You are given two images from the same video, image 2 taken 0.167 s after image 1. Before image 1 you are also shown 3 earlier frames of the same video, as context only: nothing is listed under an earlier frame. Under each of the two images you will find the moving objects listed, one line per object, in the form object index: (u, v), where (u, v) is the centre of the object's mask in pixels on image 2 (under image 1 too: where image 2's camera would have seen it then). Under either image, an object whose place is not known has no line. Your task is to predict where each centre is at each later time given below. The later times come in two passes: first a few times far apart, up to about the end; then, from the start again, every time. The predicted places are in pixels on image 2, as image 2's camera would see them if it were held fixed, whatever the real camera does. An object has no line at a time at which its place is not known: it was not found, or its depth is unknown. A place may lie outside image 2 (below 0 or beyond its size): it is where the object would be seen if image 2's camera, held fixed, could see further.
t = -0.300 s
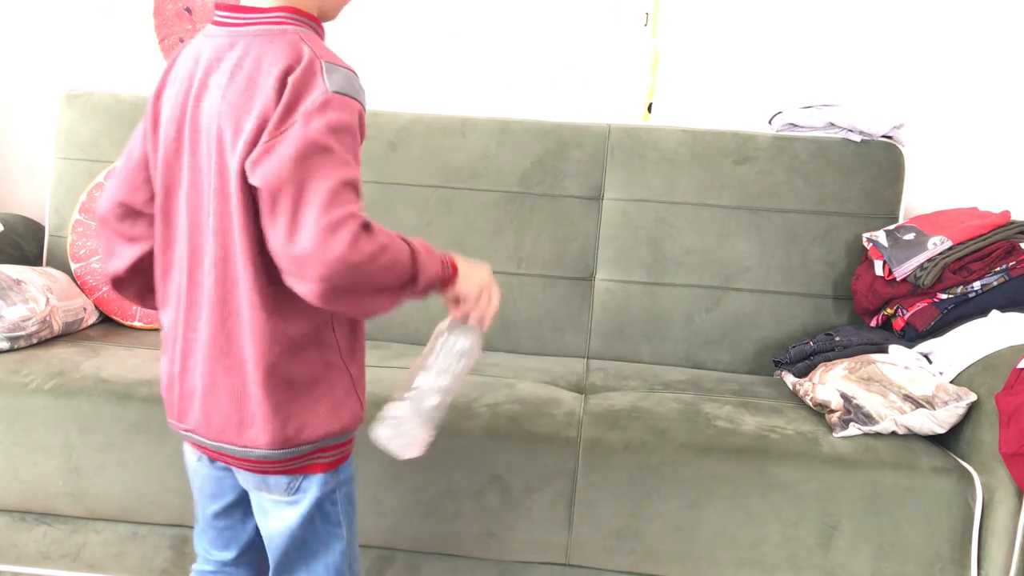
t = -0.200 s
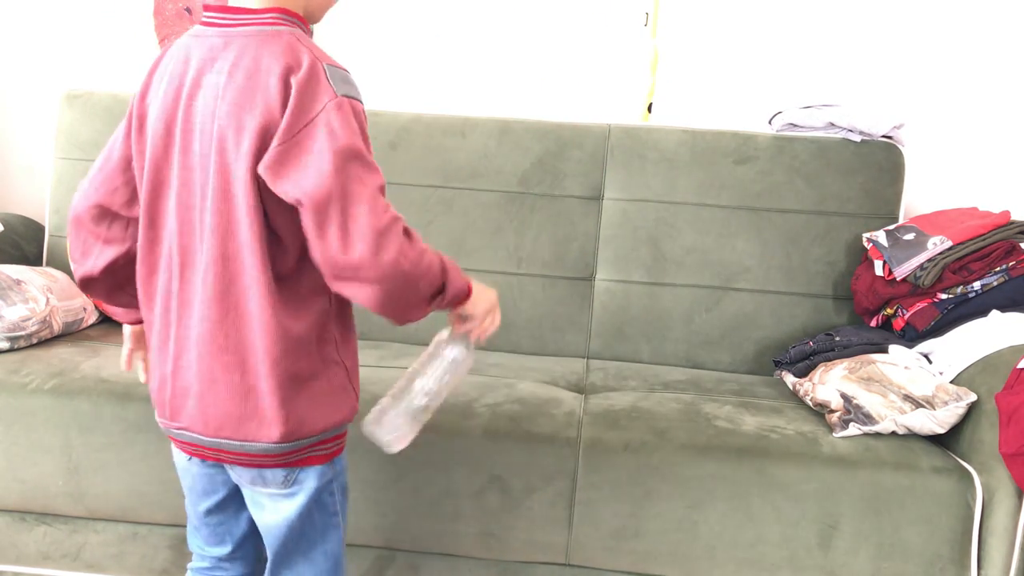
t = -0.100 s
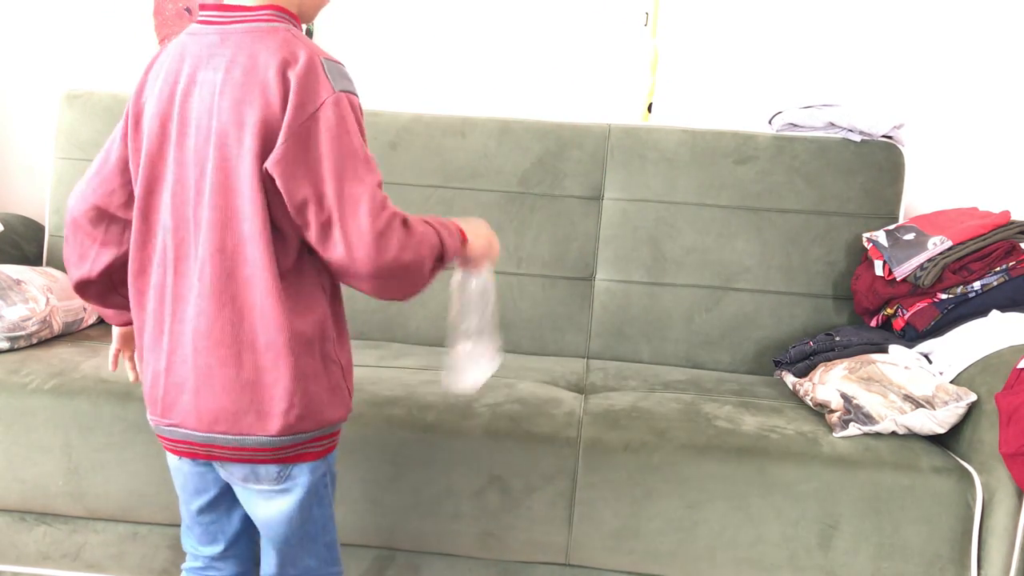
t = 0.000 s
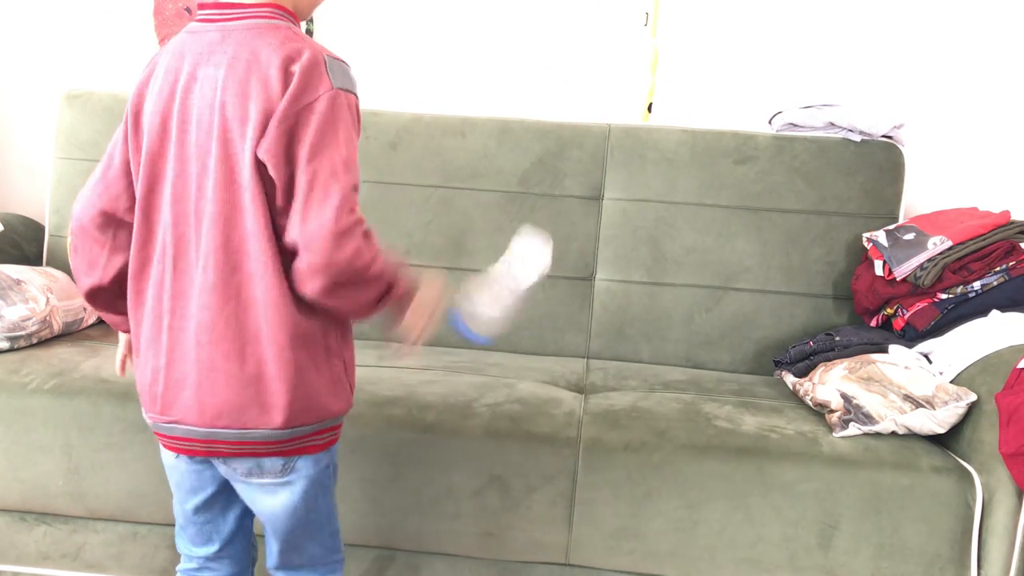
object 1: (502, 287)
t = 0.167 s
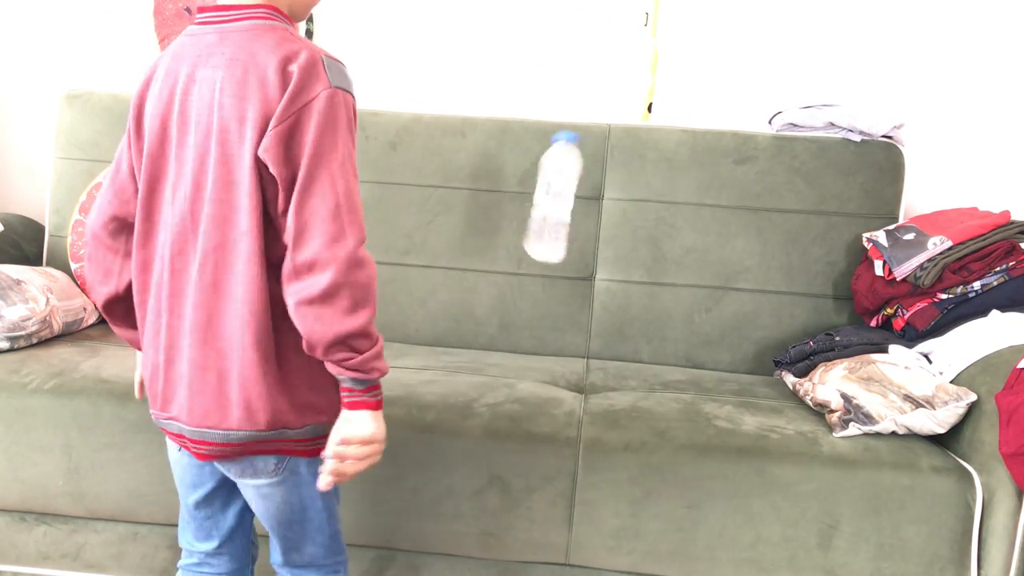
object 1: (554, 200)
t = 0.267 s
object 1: (549, 262)
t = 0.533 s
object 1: (576, 349)
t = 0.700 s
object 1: (584, 343)
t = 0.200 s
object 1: (553, 212)
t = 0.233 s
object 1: (551, 232)
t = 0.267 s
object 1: (549, 262)
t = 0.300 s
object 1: (548, 300)
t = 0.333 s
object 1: (551, 341)
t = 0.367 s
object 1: (558, 372)
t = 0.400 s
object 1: (558, 380)
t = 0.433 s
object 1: (565, 368)
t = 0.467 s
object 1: (571, 359)
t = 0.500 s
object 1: (574, 353)
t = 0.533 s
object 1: (576, 349)
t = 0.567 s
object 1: (577, 346)
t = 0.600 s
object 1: (578, 345)
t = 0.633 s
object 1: (578, 344)
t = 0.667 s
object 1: (580, 343)
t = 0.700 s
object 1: (584, 343)
